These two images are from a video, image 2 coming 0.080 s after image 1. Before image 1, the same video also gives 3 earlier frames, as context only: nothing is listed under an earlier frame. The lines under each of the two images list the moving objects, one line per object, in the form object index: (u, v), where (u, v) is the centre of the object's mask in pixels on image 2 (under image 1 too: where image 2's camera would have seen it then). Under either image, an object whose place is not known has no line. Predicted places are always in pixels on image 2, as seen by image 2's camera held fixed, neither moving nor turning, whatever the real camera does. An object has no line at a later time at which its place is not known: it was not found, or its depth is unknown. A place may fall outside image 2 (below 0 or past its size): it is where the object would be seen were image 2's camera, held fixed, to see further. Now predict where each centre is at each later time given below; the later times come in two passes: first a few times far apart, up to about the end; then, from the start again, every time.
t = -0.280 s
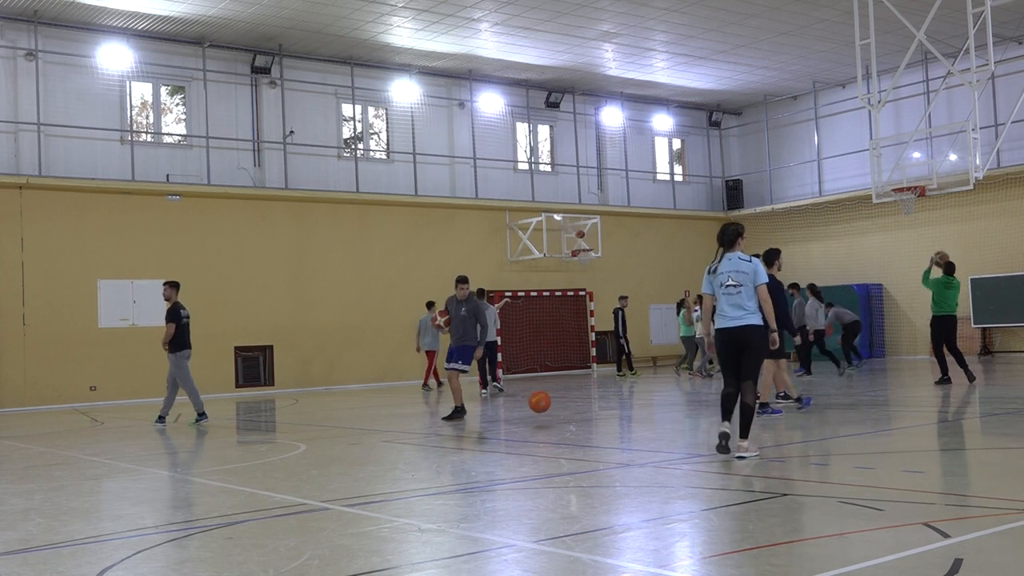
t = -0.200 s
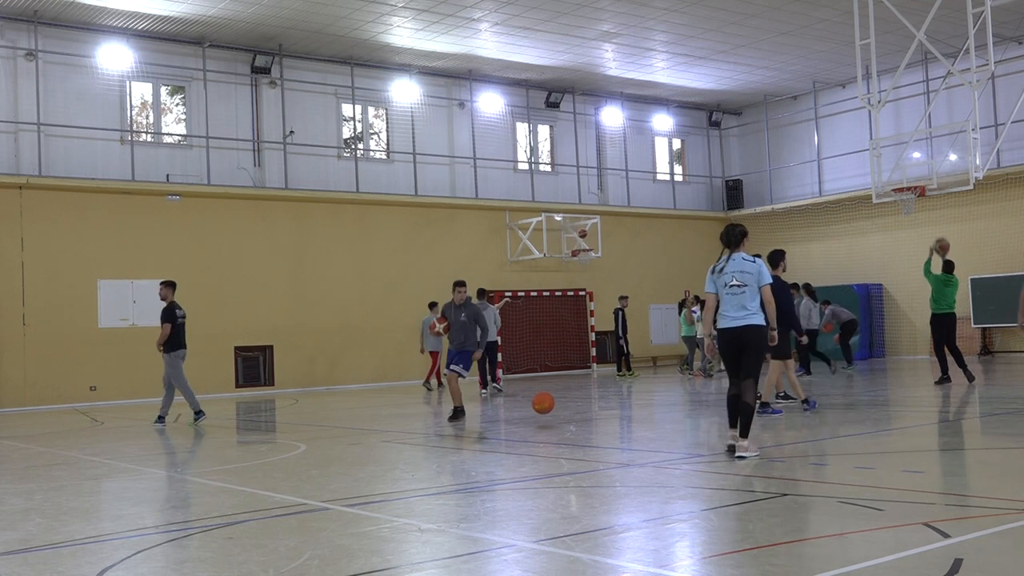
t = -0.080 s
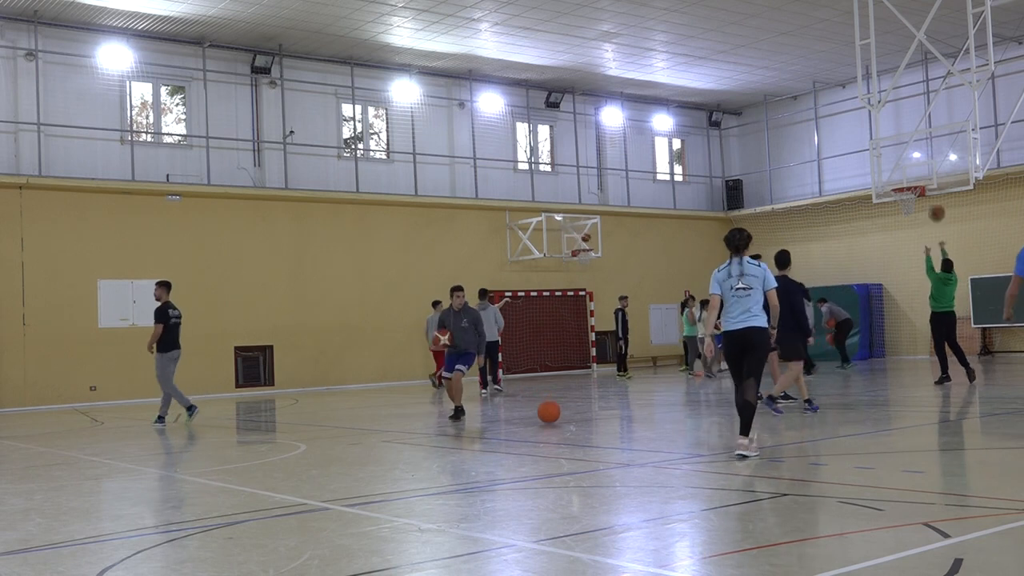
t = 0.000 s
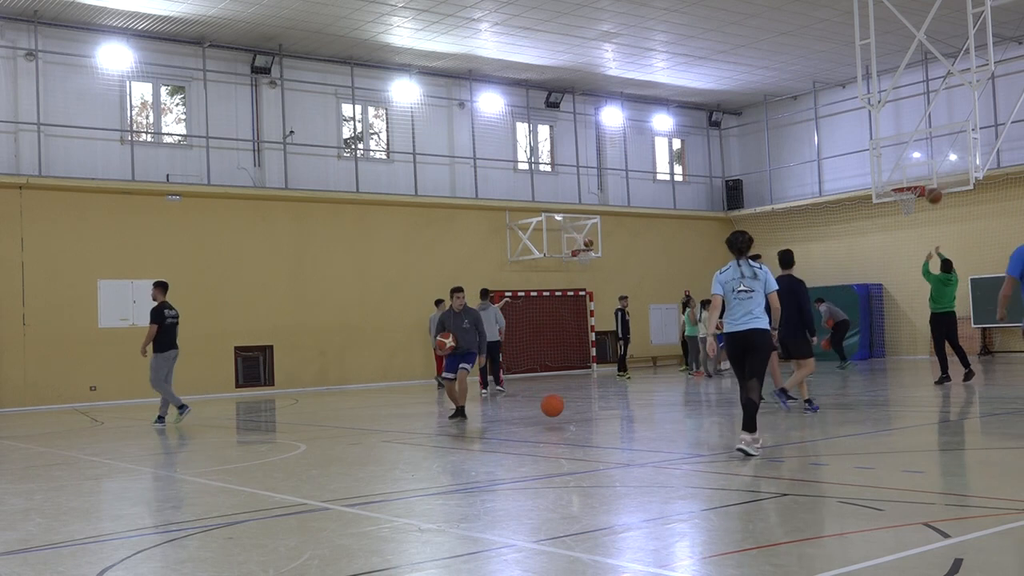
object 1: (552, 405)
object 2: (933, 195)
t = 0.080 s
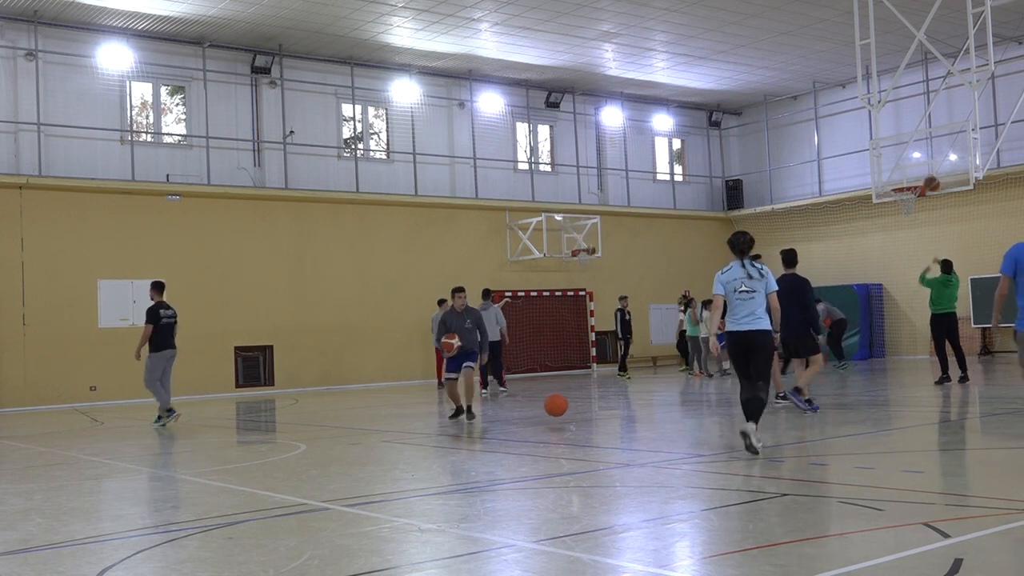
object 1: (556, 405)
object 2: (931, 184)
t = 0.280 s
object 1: (566, 409)
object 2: (926, 170)
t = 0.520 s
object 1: (579, 412)
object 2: (912, 180)
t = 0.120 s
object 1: (558, 407)
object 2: (930, 179)
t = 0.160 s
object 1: (560, 410)
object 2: (929, 175)
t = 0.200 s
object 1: (562, 414)
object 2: (928, 172)
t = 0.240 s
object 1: (565, 411)
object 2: (927, 171)
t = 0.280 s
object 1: (566, 409)
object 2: (926, 170)
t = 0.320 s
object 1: (568, 408)
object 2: (925, 171)
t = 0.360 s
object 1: (570, 408)
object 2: (925, 172)
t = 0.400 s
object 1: (572, 410)
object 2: (922, 174)
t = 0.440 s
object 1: (575, 414)
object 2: (919, 177)
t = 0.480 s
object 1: (576, 414)
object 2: (915, 179)
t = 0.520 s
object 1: (579, 412)
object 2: (912, 180)
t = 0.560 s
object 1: (581, 411)
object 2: (908, 182)
